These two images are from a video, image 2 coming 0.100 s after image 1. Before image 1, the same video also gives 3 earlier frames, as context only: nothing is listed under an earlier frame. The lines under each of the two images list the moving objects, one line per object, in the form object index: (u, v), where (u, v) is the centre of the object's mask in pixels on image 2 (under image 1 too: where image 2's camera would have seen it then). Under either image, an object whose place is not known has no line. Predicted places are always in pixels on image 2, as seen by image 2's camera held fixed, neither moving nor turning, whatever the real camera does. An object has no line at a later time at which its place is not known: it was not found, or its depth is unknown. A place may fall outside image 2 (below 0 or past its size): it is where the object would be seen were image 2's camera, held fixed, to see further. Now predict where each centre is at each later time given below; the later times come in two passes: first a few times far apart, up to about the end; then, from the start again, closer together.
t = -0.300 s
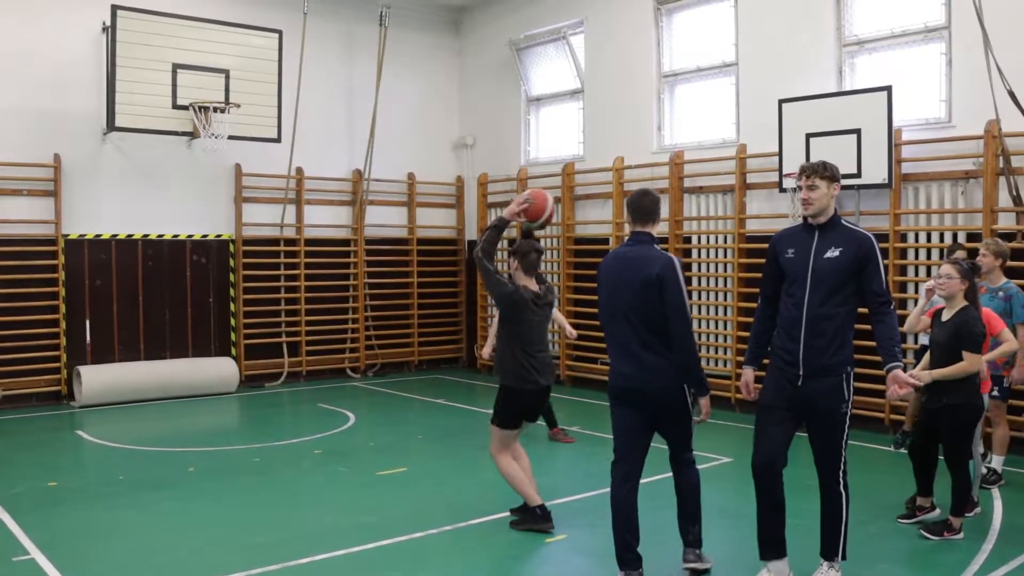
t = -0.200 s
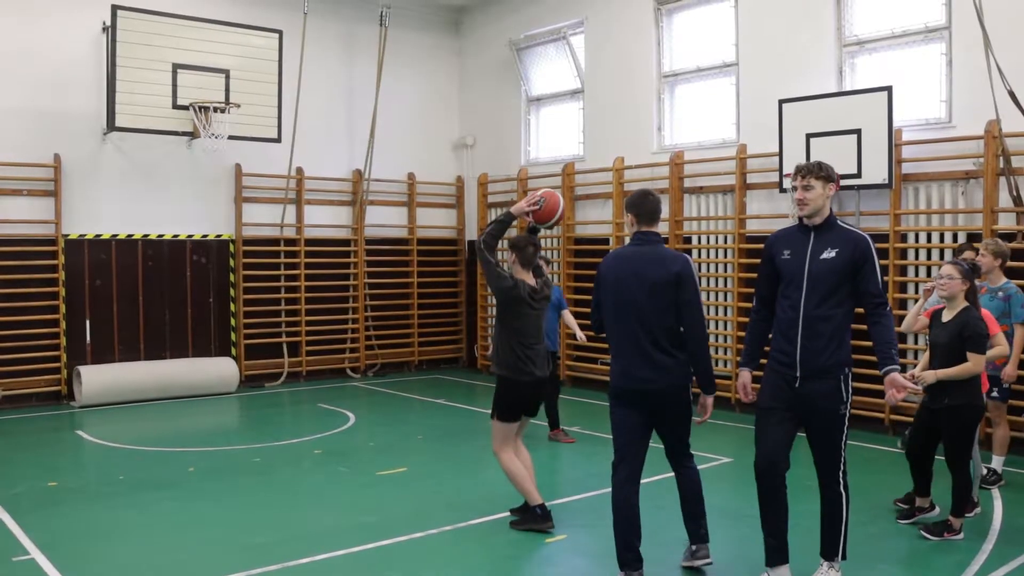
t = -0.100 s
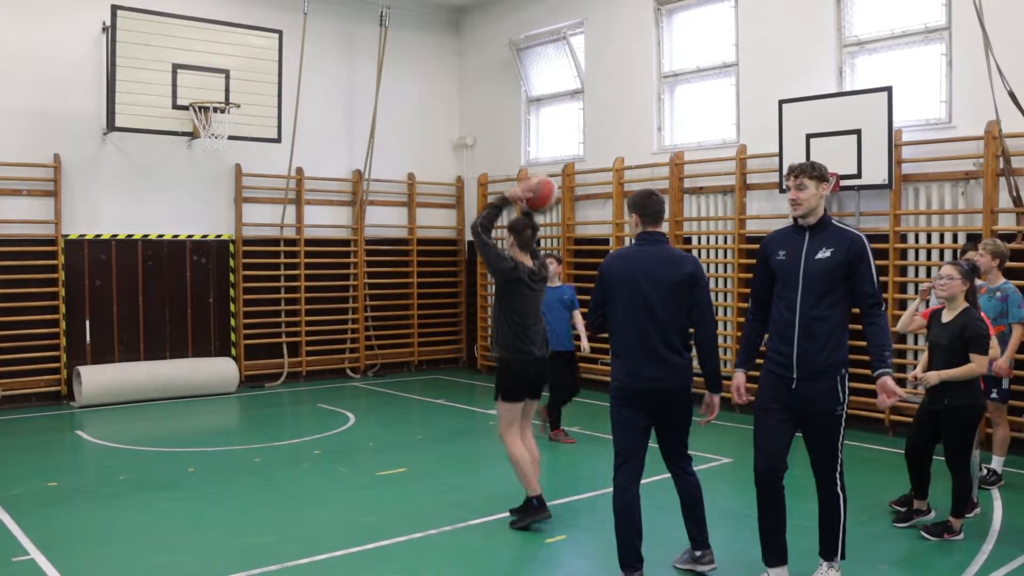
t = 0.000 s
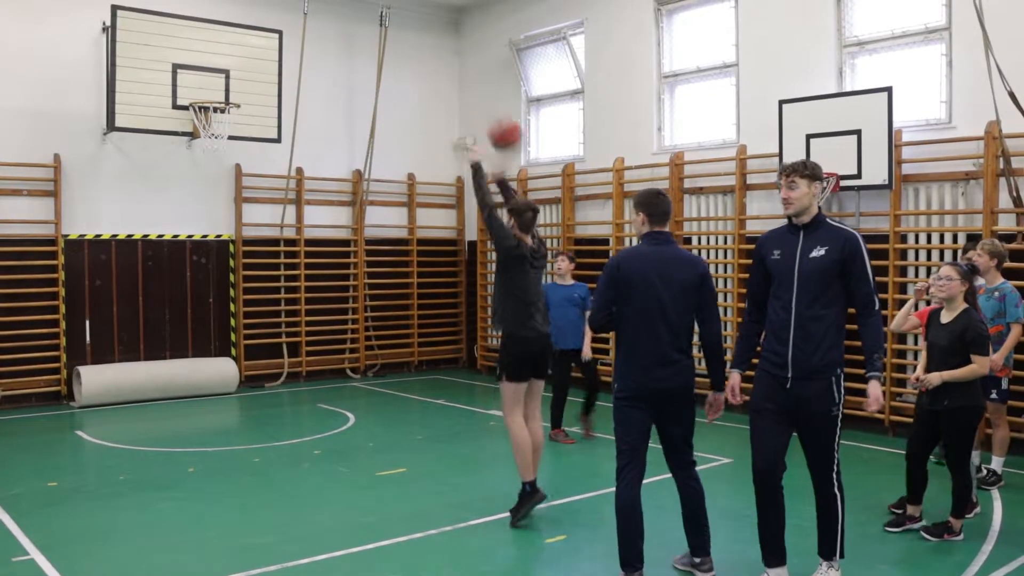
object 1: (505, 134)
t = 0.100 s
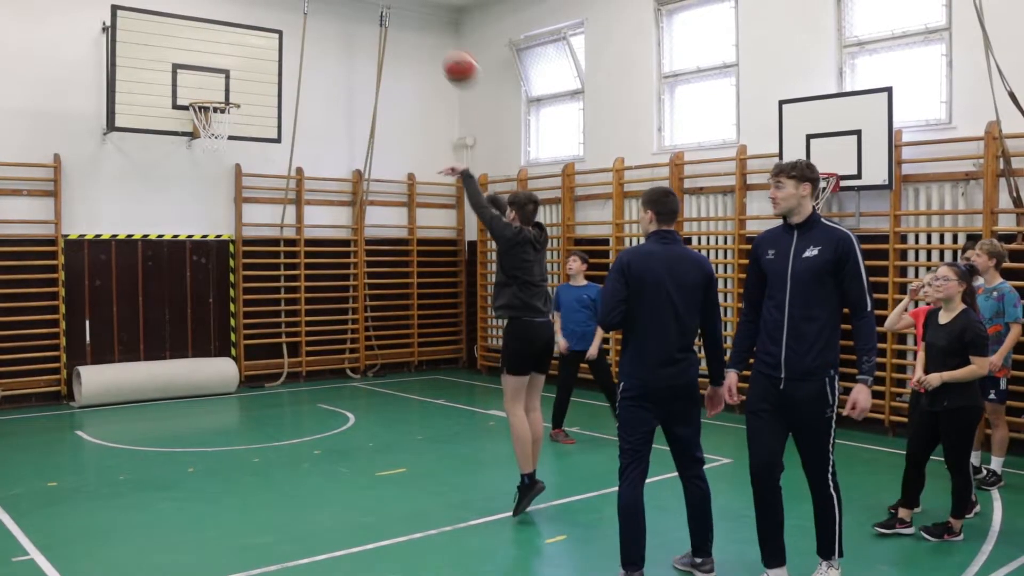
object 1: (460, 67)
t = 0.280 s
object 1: (392, 6)
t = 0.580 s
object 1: (298, 2)
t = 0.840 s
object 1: (240, 58)
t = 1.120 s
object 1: (201, 151)
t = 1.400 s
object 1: (184, 264)
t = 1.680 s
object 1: (172, 395)
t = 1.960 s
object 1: (177, 279)
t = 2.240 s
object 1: (185, 244)
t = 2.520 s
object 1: (195, 304)
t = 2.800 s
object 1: (209, 458)
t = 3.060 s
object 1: (213, 348)
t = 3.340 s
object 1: (222, 329)
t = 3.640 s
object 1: (236, 439)
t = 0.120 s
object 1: (452, 57)
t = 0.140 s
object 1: (444, 46)
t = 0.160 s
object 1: (435, 37)
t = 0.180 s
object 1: (427, 28)
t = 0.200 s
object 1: (420, 21)
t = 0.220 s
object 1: (413, 15)
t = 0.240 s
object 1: (406, 11)
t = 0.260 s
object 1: (398, 8)
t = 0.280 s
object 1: (392, 6)
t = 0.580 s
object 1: (298, 2)
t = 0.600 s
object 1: (293, 3)
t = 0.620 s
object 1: (289, 4)
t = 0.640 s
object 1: (285, 6)
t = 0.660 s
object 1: (280, 8)
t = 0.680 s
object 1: (276, 10)
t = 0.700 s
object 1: (271, 13)
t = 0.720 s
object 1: (267, 18)
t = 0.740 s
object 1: (261, 24)
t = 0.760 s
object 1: (258, 30)
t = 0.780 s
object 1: (253, 37)
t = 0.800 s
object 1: (249, 44)
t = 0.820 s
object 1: (244, 51)
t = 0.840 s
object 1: (240, 58)
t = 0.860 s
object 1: (236, 66)
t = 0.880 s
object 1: (232, 73)
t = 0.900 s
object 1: (227, 81)
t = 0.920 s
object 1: (224, 90)
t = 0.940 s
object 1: (220, 99)
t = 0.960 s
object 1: (217, 108)
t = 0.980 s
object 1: (214, 114)
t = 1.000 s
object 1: (212, 118)
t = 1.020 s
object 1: (208, 129)
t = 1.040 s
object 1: (206, 134)
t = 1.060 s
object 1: (204, 141)
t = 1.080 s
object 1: (204, 144)
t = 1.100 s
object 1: (202, 146)
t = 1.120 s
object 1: (201, 151)
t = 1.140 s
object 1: (200, 157)
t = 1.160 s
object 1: (198, 163)
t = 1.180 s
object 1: (197, 169)
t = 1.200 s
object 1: (196, 175)
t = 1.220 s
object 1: (195, 182)
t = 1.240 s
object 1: (194, 190)
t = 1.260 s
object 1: (193, 198)
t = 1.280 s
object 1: (192, 206)
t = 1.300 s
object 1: (190, 215)
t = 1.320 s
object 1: (189, 223)
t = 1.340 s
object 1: (188, 235)
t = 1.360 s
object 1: (187, 246)
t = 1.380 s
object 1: (186, 254)
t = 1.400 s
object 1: (184, 264)
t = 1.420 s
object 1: (183, 276)
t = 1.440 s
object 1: (182, 289)
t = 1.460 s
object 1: (181, 302)
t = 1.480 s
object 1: (180, 314)
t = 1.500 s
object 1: (179, 327)
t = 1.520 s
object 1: (178, 341)
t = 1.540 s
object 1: (177, 354)
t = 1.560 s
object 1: (177, 370)
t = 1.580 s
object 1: (174, 387)
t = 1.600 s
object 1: (173, 404)
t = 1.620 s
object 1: (172, 420)
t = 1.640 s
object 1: (172, 416)
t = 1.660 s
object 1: (172, 405)
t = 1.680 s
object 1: (172, 395)
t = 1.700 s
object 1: (172, 385)
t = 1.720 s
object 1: (173, 374)
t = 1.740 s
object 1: (173, 361)
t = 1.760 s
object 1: (174, 352)
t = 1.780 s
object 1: (174, 343)
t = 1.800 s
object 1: (175, 334)
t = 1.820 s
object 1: (175, 326)
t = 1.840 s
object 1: (175, 318)
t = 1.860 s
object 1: (176, 310)
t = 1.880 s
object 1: (176, 304)
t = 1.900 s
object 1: (176, 297)
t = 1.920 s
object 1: (176, 290)
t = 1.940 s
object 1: (177, 284)
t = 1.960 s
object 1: (177, 279)
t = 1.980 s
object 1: (178, 273)
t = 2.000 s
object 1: (178, 268)
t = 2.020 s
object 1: (179, 264)
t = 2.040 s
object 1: (180, 259)
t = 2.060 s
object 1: (180, 255)
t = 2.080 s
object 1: (181, 253)
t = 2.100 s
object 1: (181, 251)
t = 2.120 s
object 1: (181, 247)
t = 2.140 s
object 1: (182, 246)
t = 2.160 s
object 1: (183, 245)
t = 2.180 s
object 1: (183, 243)
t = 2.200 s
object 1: (184, 242)
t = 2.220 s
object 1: (185, 243)
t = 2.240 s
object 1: (185, 244)
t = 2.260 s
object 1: (186, 244)
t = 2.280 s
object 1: (186, 245)
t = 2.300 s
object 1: (187, 246)
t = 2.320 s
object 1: (187, 250)
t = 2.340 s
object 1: (188, 253)
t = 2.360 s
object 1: (189, 256)
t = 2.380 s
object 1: (190, 260)
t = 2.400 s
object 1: (191, 265)
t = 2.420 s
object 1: (192, 270)
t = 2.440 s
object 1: (192, 275)
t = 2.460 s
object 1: (193, 281)
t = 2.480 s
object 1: (194, 288)
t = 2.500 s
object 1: (195, 295)
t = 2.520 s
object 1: (195, 304)
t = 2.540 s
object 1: (196, 312)
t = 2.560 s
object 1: (197, 320)
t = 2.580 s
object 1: (198, 328)
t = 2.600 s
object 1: (199, 339)
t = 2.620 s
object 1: (200, 349)
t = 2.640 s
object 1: (201, 361)
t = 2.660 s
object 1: (202, 375)
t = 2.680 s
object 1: (204, 389)
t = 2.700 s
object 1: (204, 399)
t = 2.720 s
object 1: (206, 414)
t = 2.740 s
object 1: (208, 429)
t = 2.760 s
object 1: (208, 443)
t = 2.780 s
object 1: (209, 459)
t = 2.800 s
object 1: (209, 458)
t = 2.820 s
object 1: (210, 445)
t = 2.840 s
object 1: (210, 434)
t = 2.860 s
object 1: (210, 425)
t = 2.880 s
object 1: (210, 415)
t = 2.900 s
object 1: (210, 407)
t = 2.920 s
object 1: (211, 397)
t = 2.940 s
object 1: (211, 390)
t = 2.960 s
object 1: (210, 383)
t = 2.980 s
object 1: (211, 373)
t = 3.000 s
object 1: (211, 365)
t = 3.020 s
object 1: (213, 359)
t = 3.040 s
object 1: (213, 353)
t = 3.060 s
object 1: (213, 348)
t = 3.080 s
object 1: (214, 343)
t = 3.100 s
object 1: (214, 339)
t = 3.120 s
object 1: (215, 334)
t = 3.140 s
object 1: (215, 331)
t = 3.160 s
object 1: (216, 329)
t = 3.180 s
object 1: (217, 327)
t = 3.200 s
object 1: (217, 326)
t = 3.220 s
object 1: (218, 324)
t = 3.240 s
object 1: (219, 324)
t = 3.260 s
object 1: (219, 323)
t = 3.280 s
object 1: (220, 324)
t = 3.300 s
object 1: (221, 325)
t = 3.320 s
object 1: (221, 327)
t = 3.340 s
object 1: (222, 329)
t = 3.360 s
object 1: (223, 332)
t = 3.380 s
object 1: (224, 335)
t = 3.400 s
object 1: (224, 339)
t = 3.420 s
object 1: (225, 344)
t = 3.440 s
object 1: (226, 349)
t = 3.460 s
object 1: (226, 355)
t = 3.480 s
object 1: (227, 361)
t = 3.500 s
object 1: (228, 369)
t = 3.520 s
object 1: (230, 377)
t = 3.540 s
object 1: (231, 387)
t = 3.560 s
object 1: (232, 396)
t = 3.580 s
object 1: (233, 405)
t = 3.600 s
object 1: (235, 416)
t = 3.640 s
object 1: (236, 439)
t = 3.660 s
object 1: (237, 452)
